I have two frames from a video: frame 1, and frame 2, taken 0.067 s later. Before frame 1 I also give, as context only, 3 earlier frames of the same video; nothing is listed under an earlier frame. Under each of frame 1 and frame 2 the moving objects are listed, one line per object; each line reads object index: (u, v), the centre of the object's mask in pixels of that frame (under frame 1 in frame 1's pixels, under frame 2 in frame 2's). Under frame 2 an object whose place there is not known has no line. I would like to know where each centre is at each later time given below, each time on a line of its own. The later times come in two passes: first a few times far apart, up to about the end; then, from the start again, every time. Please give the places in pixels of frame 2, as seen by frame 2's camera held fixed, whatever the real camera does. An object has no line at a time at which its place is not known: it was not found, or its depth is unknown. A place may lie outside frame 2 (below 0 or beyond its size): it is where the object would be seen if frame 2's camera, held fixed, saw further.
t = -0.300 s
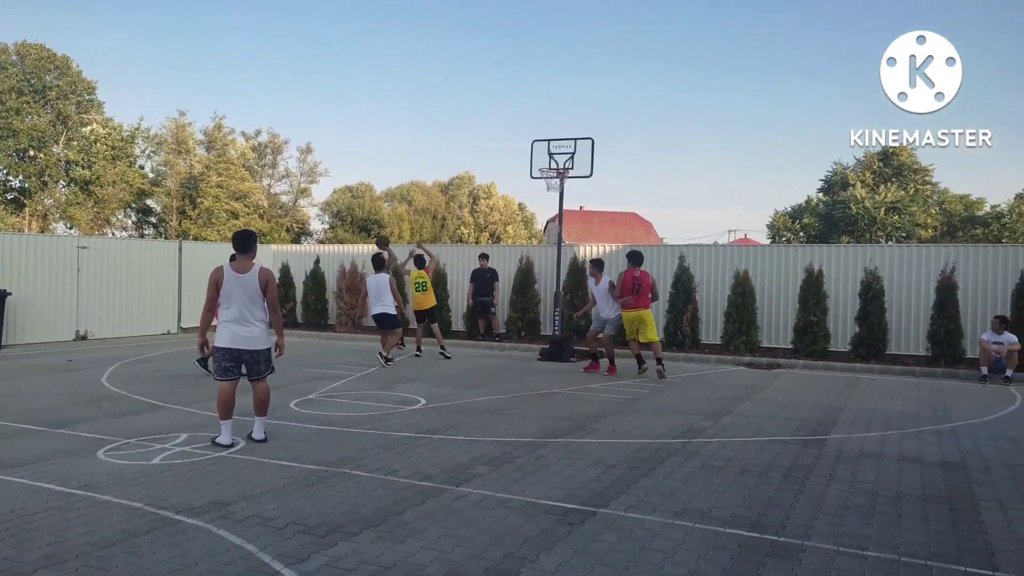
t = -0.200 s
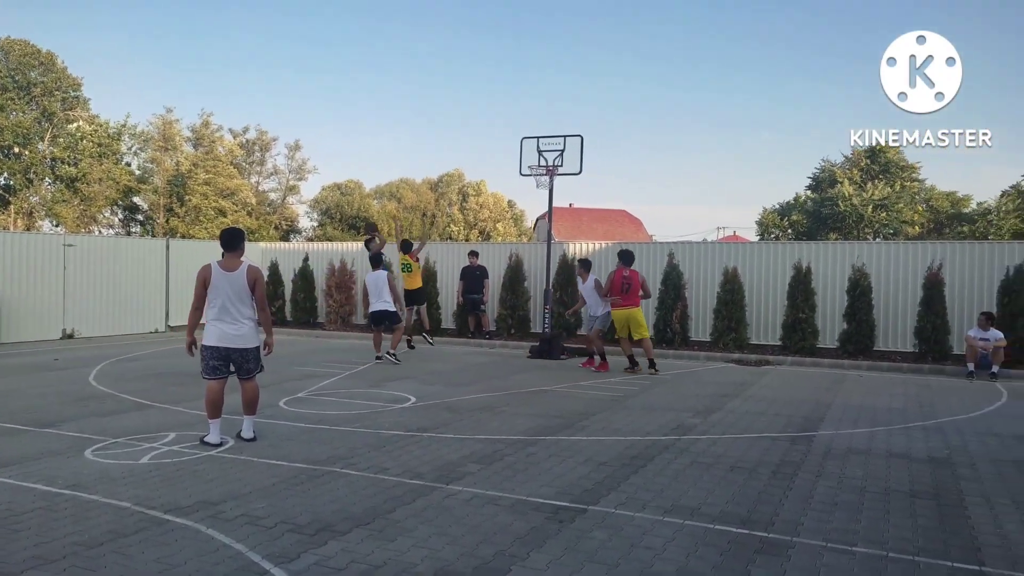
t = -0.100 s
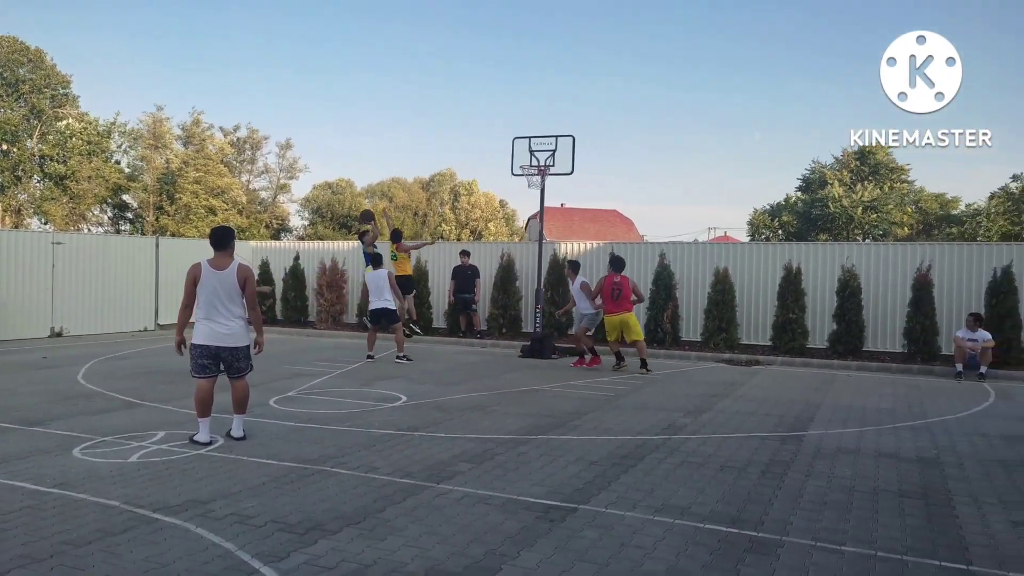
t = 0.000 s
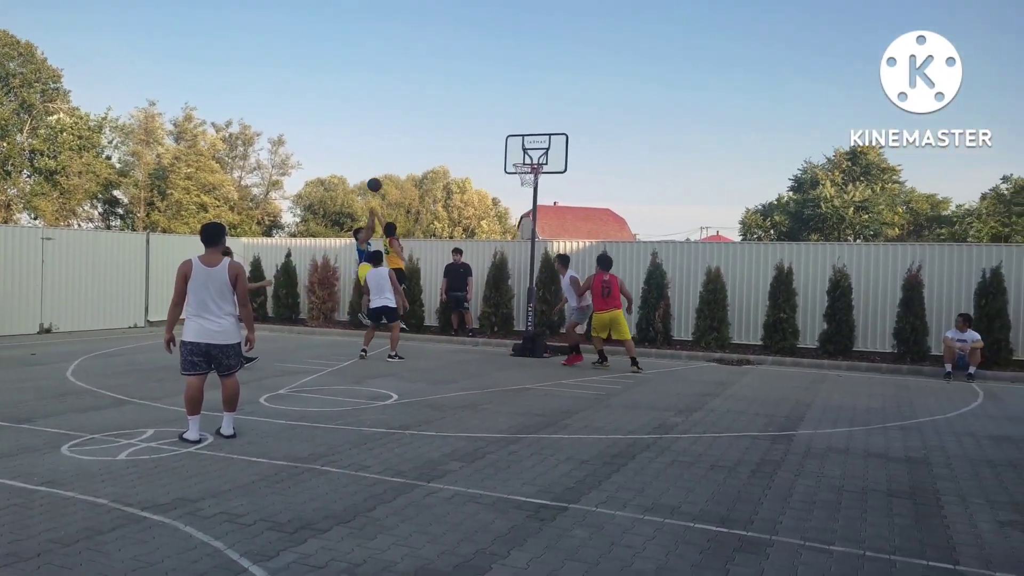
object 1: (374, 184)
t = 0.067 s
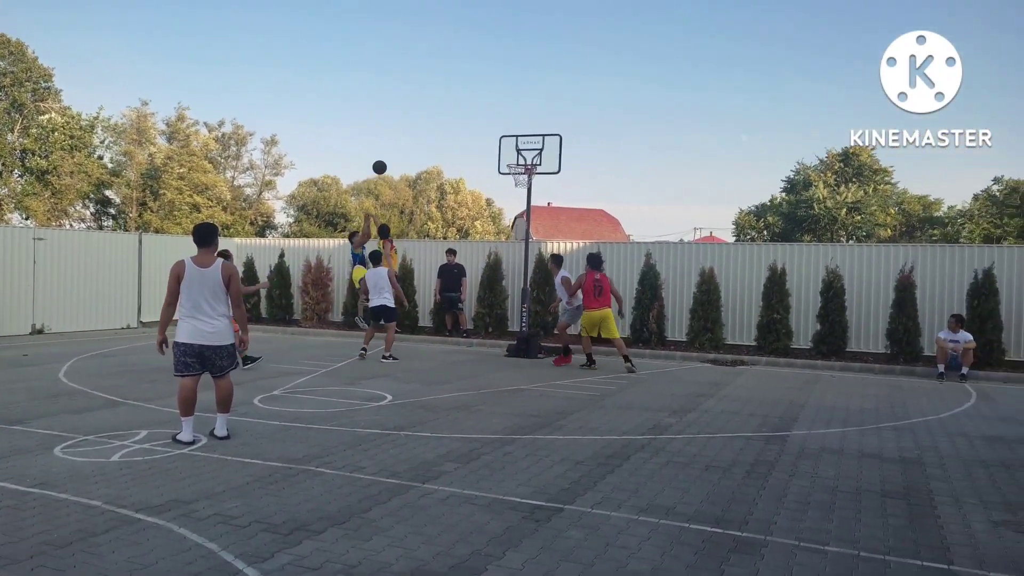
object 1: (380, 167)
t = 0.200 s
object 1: (403, 138)
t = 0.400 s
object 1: (438, 115)
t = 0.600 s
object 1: (474, 114)
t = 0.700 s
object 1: (492, 123)
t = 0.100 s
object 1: (385, 159)
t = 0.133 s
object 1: (391, 152)
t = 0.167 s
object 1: (398, 145)
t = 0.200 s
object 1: (403, 138)
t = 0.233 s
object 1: (409, 133)
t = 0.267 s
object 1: (415, 129)
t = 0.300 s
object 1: (421, 124)
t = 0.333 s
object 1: (427, 120)
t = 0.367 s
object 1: (433, 117)
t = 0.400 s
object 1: (438, 115)
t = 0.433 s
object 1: (444, 112)
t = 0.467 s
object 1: (450, 112)
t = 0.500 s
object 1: (456, 111)
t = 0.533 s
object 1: (462, 112)
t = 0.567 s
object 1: (468, 113)
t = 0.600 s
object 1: (474, 114)
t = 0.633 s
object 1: (480, 117)
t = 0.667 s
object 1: (486, 119)
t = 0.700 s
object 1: (492, 123)
